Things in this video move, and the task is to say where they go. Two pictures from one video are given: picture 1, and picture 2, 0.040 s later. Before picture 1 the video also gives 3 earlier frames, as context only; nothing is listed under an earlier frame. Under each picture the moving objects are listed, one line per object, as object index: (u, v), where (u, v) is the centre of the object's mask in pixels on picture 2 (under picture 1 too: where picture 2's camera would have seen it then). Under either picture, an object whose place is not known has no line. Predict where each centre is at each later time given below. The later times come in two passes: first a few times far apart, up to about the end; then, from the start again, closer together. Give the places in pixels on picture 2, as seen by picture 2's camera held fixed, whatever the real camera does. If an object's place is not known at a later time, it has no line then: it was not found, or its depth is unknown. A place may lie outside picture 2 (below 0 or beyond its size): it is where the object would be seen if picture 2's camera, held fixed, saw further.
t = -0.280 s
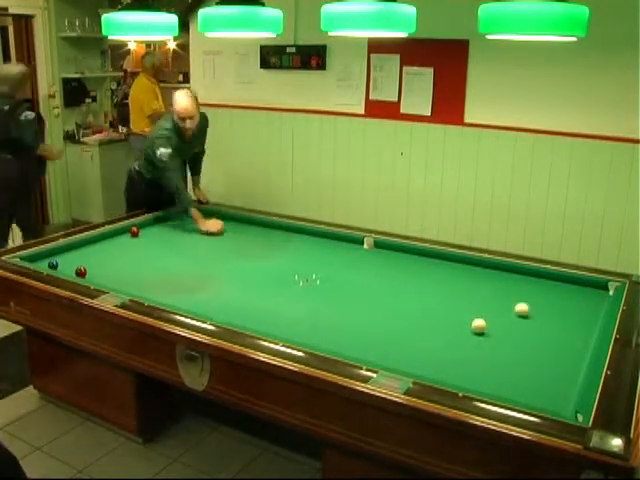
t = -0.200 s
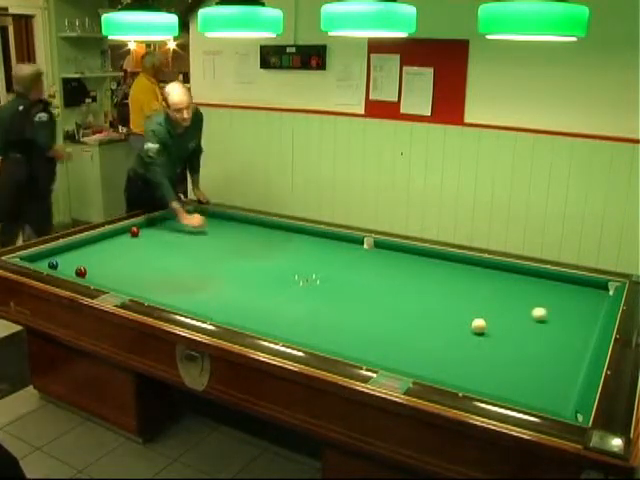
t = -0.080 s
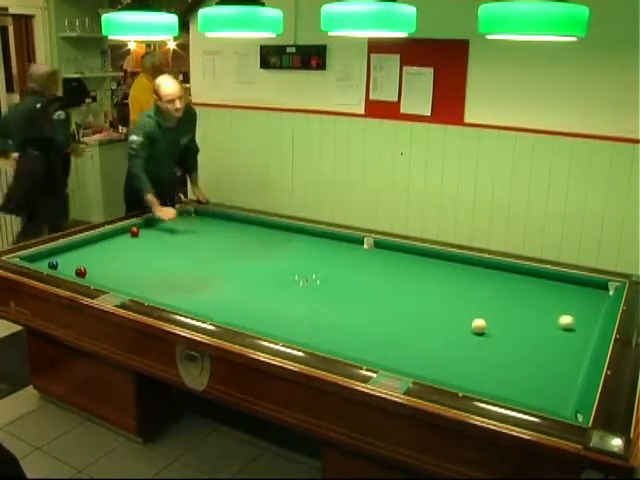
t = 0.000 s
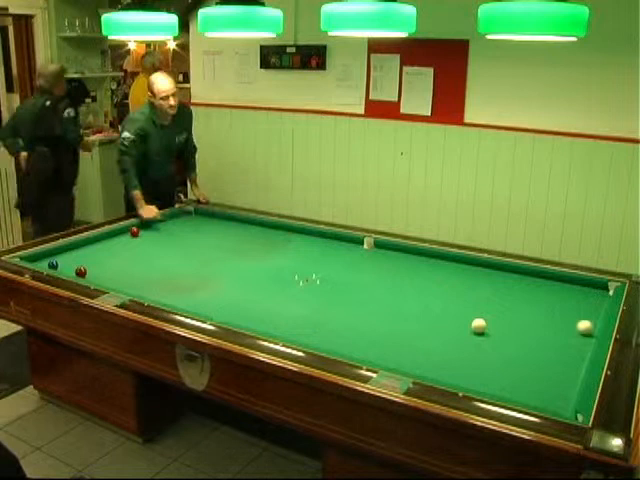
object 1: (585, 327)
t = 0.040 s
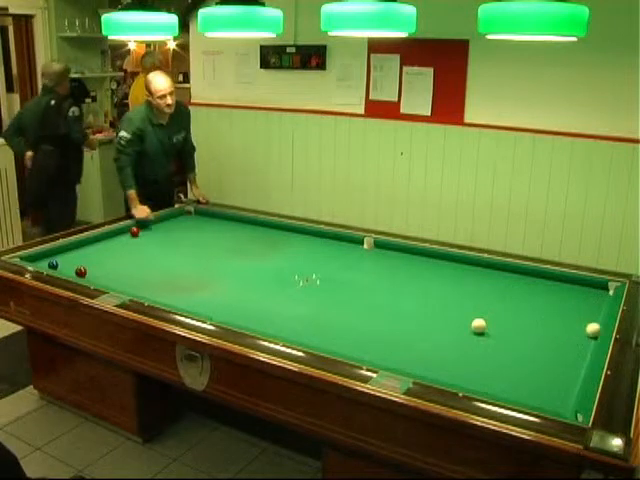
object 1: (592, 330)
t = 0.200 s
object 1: (566, 327)
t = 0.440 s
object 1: (529, 321)
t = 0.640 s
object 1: (500, 318)
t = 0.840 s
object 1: (471, 313)
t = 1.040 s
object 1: (444, 310)
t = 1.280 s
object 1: (411, 306)
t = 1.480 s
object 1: (387, 302)
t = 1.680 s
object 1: (361, 299)
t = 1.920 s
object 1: (333, 295)
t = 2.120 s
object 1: (310, 292)
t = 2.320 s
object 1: (289, 288)
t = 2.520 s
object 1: (267, 285)
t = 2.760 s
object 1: (244, 282)
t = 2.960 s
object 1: (225, 279)
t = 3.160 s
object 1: (207, 276)
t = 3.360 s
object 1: (190, 274)
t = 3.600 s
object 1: (170, 271)
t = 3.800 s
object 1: (155, 269)
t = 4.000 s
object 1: (140, 267)
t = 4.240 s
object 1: (124, 264)
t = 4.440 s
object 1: (110, 261)
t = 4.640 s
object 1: (97, 260)
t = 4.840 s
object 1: (86, 258)
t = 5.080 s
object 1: (71, 255)
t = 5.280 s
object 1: (61, 253)
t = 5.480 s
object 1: (55, 253)
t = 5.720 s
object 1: (59, 255)
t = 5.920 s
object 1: (62, 256)
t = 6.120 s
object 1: (65, 258)
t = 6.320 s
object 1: (68, 260)
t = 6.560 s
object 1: (70, 261)
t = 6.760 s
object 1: (74, 262)
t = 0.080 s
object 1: (587, 329)
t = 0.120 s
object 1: (579, 328)
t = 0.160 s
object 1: (573, 327)
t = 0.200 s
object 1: (566, 327)
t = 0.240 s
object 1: (560, 325)
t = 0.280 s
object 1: (554, 325)
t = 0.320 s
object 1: (547, 324)
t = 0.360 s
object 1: (542, 323)
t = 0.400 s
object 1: (535, 322)
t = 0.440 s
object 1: (529, 321)
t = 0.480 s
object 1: (523, 321)
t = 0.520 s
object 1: (518, 320)
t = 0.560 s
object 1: (512, 319)
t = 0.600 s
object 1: (506, 319)
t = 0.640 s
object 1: (500, 318)
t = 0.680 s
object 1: (494, 317)
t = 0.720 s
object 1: (489, 316)
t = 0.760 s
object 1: (483, 313)
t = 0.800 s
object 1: (477, 313)
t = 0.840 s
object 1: (471, 313)
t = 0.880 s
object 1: (465, 312)
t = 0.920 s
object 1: (460, 312)
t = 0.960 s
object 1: (455, 311)
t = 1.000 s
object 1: (449, 311)
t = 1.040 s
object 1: (444, 310)
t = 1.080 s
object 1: (438, 309)
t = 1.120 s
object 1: (433, 308)
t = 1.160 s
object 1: (427, 308)
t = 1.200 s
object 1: (422, 307)
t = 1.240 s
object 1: (417, 306)
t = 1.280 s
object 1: (411, 306)
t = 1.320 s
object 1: (406, 305)
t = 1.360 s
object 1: (401, 304)
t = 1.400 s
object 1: (396, 304)
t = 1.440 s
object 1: (391, 303)
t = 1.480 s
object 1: (387, 302)
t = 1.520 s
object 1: (381, 301)
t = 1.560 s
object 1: (377, 301)
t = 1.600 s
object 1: (371, 300)
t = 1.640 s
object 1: (366, 299)
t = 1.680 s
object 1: (361, 299)
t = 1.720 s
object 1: (356, 298)
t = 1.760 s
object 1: (352, 297)
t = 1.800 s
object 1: (347, 297)
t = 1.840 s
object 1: (342, 296)
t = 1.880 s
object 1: (337, 296)
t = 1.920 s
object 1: (333, 295)
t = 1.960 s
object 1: (328, 294)
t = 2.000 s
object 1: (324, 294)
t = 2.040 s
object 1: (319, 293)
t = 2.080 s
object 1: (315, 293)
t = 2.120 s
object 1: (310, 292)
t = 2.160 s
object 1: (306, 292)
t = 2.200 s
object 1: (301, 290)
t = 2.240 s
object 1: (297, 290)
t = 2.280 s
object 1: (293, 289)
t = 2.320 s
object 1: (289, 288)
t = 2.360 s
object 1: (284, 288)
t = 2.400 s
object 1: (280, 287)
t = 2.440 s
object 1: (276, 287)
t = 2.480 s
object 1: (272, 286)
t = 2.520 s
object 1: (267, 285)
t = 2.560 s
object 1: (264, 285)
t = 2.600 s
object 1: (260, 284)
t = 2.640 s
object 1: (256, 284)
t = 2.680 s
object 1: (253, 283)
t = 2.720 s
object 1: (248, 282)
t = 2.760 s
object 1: (244, 282)
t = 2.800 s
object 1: (240, 281)
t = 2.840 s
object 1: (236, 281)
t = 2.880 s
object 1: (232, 280)
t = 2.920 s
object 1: (229, 280)
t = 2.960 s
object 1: (225, 279)
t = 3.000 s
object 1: (221, 279)
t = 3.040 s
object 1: (217, 279)
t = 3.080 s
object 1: (214, 278)
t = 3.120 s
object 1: (210, 277)
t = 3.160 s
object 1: (207, 276)
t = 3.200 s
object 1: (203, 276)
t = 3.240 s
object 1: (200, 275)
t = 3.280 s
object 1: (197, 275)
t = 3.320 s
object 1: (193, 274)
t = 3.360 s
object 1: (190, 274)
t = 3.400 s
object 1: (186, 273)
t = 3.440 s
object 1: (183, 273)
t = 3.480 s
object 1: (180, 273)
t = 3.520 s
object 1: (176, 272)
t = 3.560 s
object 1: (173, 272)
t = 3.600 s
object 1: (170, 271)
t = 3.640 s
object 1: (167, 270)
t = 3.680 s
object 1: (164, 270)
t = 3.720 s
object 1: (161, 270)
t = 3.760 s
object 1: (157, 269)
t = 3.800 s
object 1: (155, 269)
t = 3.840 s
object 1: (152, 268)
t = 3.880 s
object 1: (149, 268)
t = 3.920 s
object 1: (146, 267)
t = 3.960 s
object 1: (143, 267)
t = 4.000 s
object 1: (140, 267)
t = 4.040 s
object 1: (137, 266)
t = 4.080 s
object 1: (134, 266)
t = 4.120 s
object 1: (132, 265)
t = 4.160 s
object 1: (129, 265)
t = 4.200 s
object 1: (126, 264)
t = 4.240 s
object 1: (124, 264)
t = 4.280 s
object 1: (121, 263)
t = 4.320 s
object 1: (118, 263)
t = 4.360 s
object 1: (115, 262)
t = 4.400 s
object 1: (112, 262)
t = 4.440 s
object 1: (110, 261)
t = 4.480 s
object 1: (107, 261)
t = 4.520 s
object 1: (105, 261)
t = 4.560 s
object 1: (103, 260)
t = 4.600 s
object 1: (101, 260)
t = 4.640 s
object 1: (97, 260)
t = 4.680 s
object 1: (95, 259)
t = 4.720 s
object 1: (93, 259)
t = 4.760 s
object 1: (90, 258)
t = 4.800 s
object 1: (88, 258)
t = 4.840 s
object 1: (86, 258)
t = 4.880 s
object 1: (83, 257)
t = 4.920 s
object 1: (81, 257)
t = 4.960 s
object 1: (78, 257)
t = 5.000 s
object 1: (76, 256)
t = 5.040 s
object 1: (74, 256)
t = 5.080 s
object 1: (71, 255)
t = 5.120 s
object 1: (69, 255)
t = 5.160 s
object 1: (67, 255)
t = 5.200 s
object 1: (66, 254)
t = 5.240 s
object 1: (64, 254)
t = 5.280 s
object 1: (61, 253)
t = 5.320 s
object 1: (59, 253)
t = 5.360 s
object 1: (57, 253)
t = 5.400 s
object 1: (55, 253)
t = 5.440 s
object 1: (55, 253)
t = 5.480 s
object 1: (55, 253)
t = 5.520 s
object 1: (56, 253)
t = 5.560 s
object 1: (57, 254)
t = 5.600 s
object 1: (57, 254)
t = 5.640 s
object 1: (58, 254)
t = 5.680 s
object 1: (58, 255)
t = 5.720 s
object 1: (59, 255)
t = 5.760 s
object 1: (60, 255)
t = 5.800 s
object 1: (60, 256)
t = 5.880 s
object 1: (61, 256)
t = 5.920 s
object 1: (62, 256)
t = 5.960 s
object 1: (63, 257)
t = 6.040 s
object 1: (64, 257)
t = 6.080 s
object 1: (64, 258)
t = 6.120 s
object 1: (65, 258)
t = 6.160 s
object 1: (66, 258)
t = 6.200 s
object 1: (66, 259)
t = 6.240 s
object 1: (66, 259)
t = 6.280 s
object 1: (67, 259)
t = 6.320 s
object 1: (68, 260)
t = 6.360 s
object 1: (68, 260)
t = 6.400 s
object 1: (69, 260)
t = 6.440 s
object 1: (69, 261)
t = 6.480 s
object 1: (69, 261)
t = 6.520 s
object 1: (70, 261)
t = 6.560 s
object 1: (70, 261)
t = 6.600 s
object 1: (71, 261)
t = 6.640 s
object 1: (71, 261)
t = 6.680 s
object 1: (72, 262)
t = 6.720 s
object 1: (74, 262)
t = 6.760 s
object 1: (74, 262)
